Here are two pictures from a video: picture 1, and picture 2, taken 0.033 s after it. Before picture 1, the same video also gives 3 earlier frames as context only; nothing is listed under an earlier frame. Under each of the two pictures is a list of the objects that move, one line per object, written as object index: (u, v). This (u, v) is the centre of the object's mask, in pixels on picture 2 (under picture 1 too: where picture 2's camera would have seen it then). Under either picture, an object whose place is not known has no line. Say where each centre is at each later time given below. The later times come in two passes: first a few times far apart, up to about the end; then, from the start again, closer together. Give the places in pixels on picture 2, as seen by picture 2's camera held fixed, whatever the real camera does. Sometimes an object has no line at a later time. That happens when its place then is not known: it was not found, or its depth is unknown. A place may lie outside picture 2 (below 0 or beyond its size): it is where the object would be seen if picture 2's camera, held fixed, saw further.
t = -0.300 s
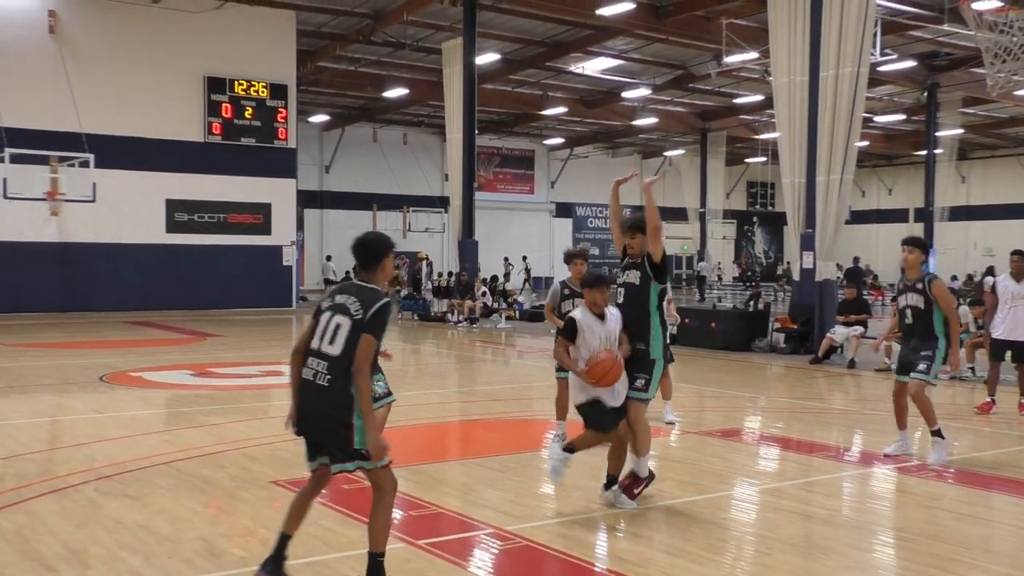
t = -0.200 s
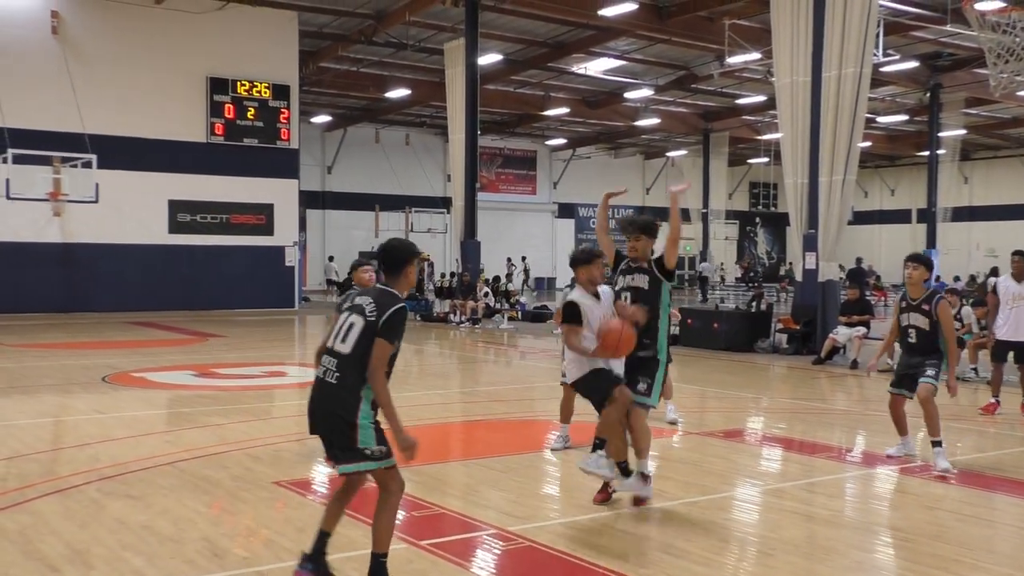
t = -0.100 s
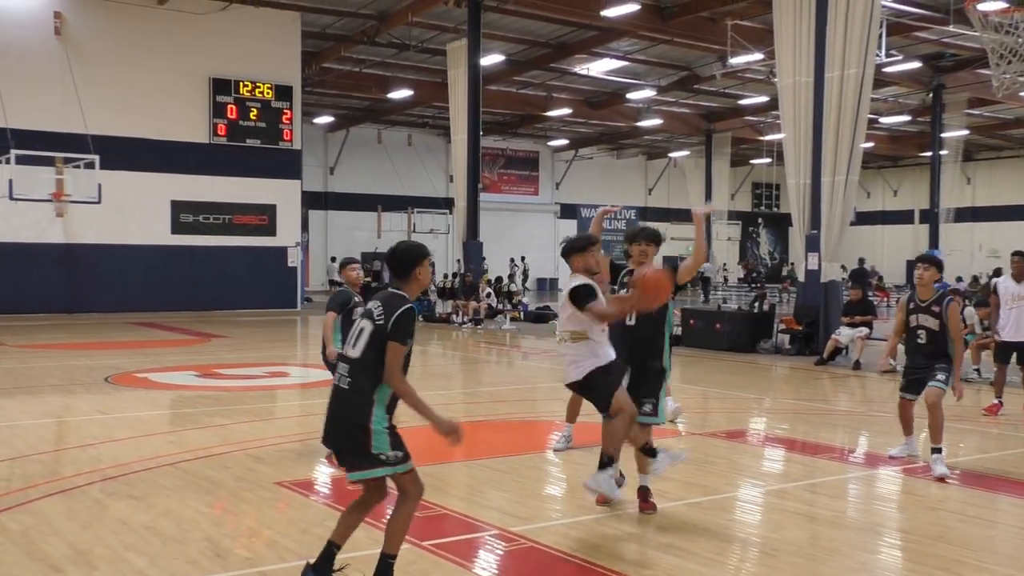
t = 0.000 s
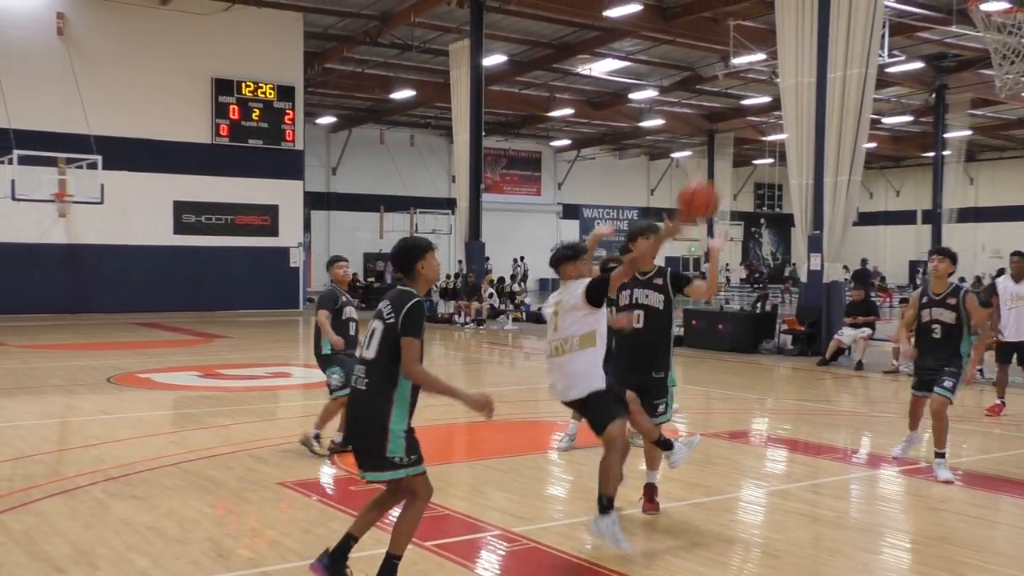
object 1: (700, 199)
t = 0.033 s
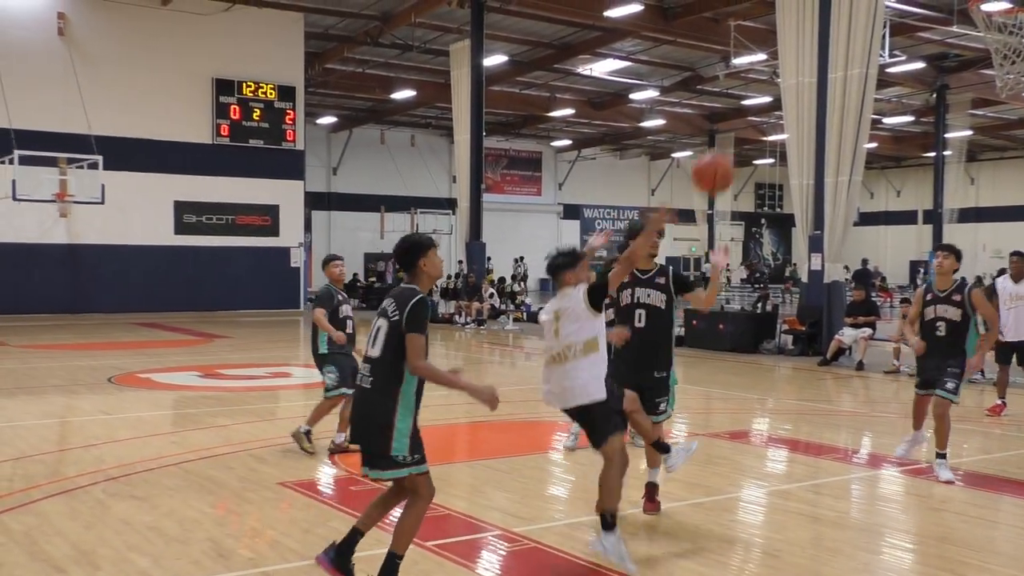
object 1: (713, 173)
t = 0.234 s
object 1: (794, 53)
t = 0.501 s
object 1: (902, 9)
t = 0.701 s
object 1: (932, 42)
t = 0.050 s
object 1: (721, 160)
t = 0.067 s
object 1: (728, 145)
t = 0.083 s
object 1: (733, 136)
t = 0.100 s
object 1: (740, 125)
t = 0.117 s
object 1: (746, 116)
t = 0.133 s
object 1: (753, 104)
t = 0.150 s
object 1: (760, 94)
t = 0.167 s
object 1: (767, 84)
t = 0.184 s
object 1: (774, 76)
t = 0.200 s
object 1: (780, 67)
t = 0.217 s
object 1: (787, 60)
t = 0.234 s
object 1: (794, 53)
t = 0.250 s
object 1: (802, 45)
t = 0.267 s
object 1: (808, 39)
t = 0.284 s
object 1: (815, 33)
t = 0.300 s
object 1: (821, 28)
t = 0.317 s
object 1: (829, 23)
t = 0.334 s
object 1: (835, 19)
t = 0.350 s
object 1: (841, 17)
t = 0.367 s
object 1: (848, 14)
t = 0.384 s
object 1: (855, 13)
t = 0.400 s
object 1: (862, 11)
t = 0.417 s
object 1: (868, 11)
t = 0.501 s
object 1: (902, 9)
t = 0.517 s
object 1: (909, 10)
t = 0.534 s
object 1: (917, 11)
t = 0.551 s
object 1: (923, 11)
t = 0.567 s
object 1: (930, 13)
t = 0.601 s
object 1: (943, 15)
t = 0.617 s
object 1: (946, 17)
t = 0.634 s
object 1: (943, 21)
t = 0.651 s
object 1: (941, 26)
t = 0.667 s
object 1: (937, 31)
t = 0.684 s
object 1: (934, 38)
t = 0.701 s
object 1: (932, 42)
